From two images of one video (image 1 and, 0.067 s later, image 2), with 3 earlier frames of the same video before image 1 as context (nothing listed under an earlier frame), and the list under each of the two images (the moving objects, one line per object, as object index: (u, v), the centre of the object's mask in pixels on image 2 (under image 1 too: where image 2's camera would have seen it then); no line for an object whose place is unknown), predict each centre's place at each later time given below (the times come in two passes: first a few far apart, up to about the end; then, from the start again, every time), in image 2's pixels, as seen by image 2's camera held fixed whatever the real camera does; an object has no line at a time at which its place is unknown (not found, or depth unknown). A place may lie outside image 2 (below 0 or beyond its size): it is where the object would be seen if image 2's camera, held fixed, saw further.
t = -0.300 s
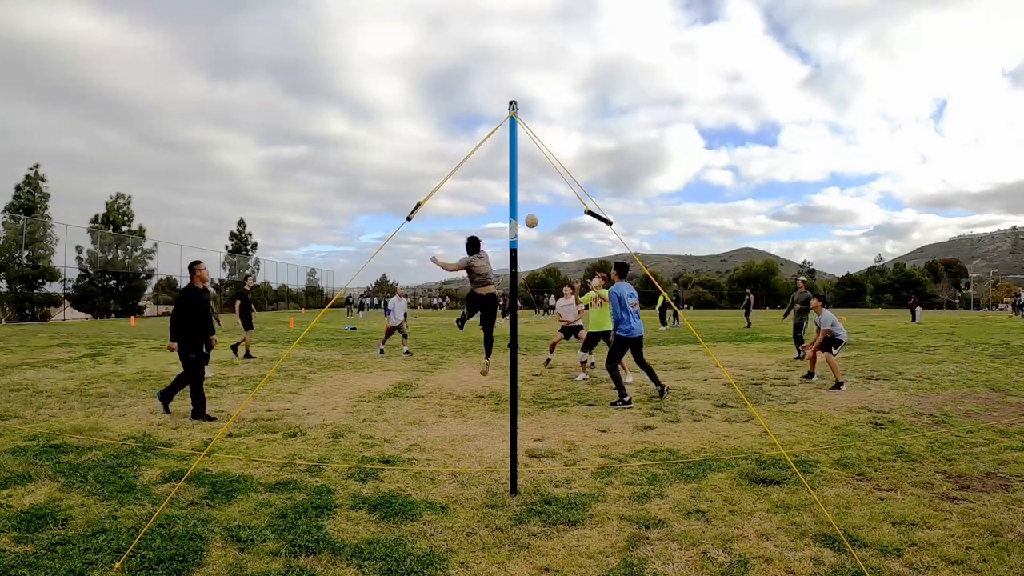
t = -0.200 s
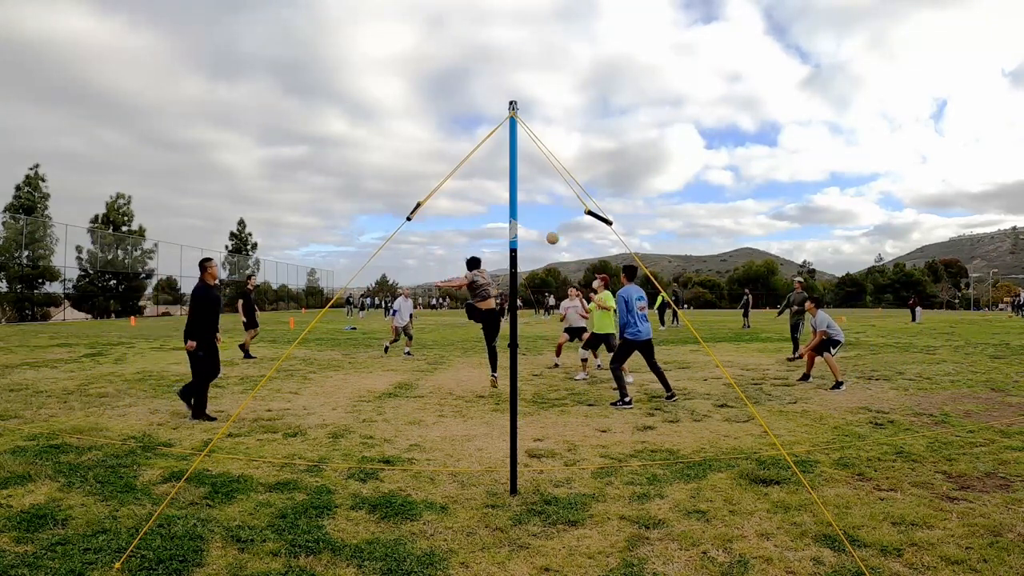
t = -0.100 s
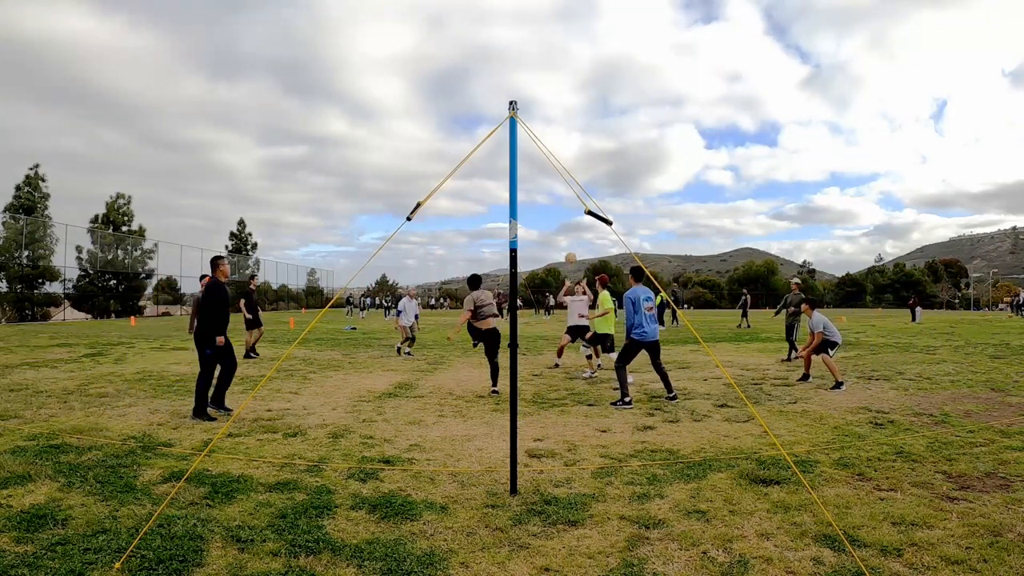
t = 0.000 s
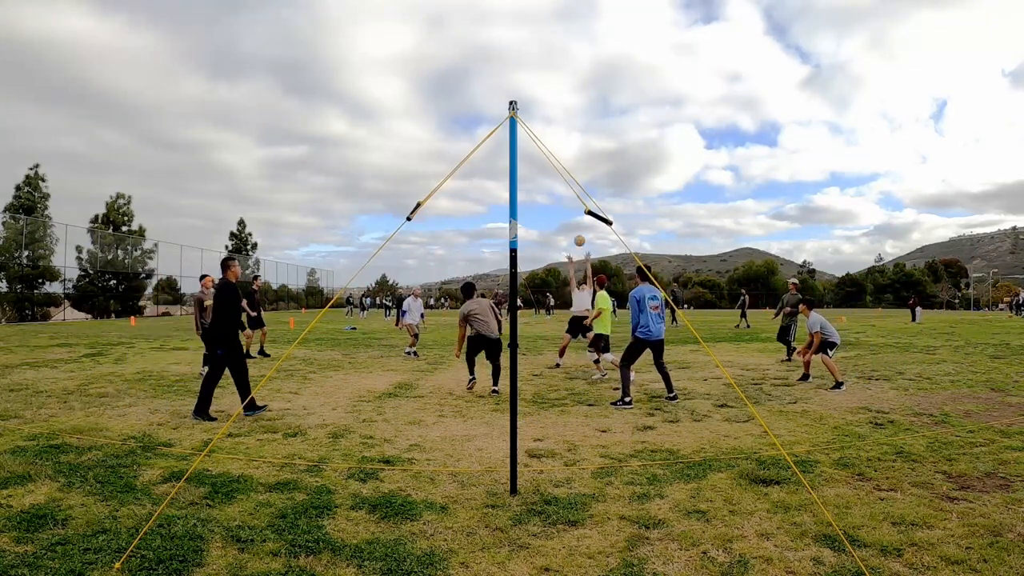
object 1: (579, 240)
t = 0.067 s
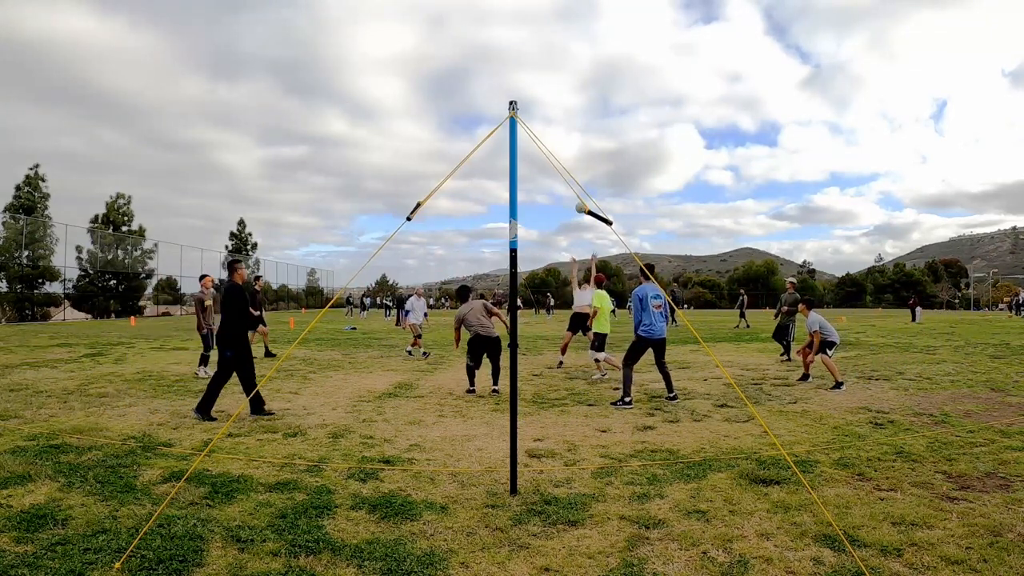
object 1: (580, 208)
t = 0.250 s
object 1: (583, 130)
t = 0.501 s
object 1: (585, 57)
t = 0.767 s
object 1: (587, 16)
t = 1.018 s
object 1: (590, 6)
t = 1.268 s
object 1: (595, 26)
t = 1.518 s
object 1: (600, 80)
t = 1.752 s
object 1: (606, 168)
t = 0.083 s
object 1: (581, 200)
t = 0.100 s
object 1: (581, 192)
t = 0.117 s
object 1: (582, 184)
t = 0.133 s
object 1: (582, 177)
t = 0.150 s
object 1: (582, 170)
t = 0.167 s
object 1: (582, 163)
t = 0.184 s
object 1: (582, 156)
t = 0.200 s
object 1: (583, 149)
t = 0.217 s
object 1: (583, 143)
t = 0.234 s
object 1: (583, 136)
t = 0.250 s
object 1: (583, 130)
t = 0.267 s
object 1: (583, 124)
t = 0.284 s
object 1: (583, 119)
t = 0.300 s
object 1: (583, 113)
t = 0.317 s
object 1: (583, 107)
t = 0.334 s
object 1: (584, 102)
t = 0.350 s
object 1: (584, 97)
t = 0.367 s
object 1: (584, 92)
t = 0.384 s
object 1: (584, 87)
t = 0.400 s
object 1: (584, 82)
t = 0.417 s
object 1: (584, 78)
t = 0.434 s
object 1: (584, 73)
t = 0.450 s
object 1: (584, 69)
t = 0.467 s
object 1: (584, 65)
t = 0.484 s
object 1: (585, 61)
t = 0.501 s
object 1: (585, 57)
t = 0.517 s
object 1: (585, 54)
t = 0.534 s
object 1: (585, 50)
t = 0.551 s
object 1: (585, 47)
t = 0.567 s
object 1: (585, 44)
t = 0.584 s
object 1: (585, 41)
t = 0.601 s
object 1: (585, 38)
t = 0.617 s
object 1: (585, 35)
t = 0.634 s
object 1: (586, 32)
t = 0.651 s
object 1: (586, 30)
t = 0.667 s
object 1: (586, 28)
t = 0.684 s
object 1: (586, 25)
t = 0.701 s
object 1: (586, 23)
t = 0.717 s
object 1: (586, 21)
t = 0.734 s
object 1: (586, 19)
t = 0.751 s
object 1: (587, 17)
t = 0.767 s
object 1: (587, 16)
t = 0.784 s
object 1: (587, 14)
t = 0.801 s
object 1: (587, 13)
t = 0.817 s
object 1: (587, 12)
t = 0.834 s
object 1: (588, 11)
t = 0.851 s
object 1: (588, 9)
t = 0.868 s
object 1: (588, 9)
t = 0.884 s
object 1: (588, 8)
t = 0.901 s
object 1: (588, 7)
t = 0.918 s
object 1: (588, 7)
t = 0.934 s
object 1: (589, 6)
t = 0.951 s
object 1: (589, 6)
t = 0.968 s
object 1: (589, 6)
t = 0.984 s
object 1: (589, 6)
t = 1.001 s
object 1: (590, 6)
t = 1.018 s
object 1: (590, 6)
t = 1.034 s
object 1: (590, 6)
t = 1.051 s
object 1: (590, 7)
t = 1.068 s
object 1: (591, 7)
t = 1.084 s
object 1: (591, 9)
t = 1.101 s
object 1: (591, 9)
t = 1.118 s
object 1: (592, 10)
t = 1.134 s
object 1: (592, 11)
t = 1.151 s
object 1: (592, 13)
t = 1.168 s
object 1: (593, 14)
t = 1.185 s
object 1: (593, 16)
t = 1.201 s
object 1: (593, 18)
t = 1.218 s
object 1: (594, 19)
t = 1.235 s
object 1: (594, 21)
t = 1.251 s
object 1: (594, 24)
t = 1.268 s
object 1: (595, 26)
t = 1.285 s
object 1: (595, 28)
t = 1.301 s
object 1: (595, 31)
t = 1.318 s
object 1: (596, 34)
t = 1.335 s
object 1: (596, 37)
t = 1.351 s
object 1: (597, 40)
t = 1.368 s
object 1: (597, 43)
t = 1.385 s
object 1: (597, 47)
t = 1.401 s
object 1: (598, 50)
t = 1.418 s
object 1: (598, 54)
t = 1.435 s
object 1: (598, 58)
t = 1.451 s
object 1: (599, 62)
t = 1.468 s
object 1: (599, 66)
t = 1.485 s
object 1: (600, 71)
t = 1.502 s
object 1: (600, 75)
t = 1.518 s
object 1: (600, 80)
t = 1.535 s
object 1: (601, 85)
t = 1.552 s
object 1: (601, 90)
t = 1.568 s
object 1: (602, 96)
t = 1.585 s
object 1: (602, 101)
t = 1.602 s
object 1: (603, 107)
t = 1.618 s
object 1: (603, 113)
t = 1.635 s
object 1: (603, 119)
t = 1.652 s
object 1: (604, 125)
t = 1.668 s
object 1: (604, 132)
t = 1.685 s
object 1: (604, 139)
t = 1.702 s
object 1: (605, 146)
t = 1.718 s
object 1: (605, 153)
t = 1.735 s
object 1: (605, 160)
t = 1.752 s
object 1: (606, 168)
